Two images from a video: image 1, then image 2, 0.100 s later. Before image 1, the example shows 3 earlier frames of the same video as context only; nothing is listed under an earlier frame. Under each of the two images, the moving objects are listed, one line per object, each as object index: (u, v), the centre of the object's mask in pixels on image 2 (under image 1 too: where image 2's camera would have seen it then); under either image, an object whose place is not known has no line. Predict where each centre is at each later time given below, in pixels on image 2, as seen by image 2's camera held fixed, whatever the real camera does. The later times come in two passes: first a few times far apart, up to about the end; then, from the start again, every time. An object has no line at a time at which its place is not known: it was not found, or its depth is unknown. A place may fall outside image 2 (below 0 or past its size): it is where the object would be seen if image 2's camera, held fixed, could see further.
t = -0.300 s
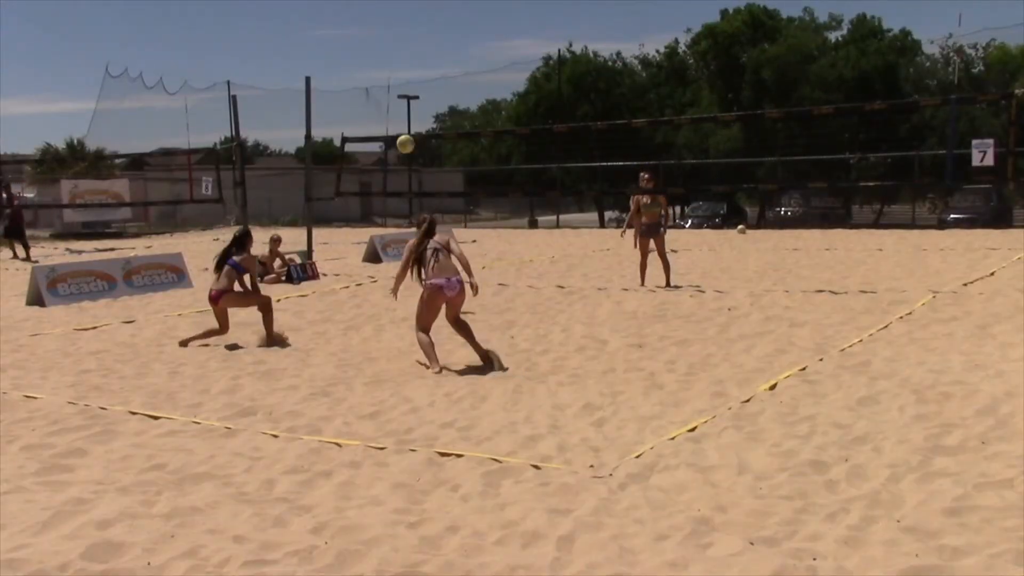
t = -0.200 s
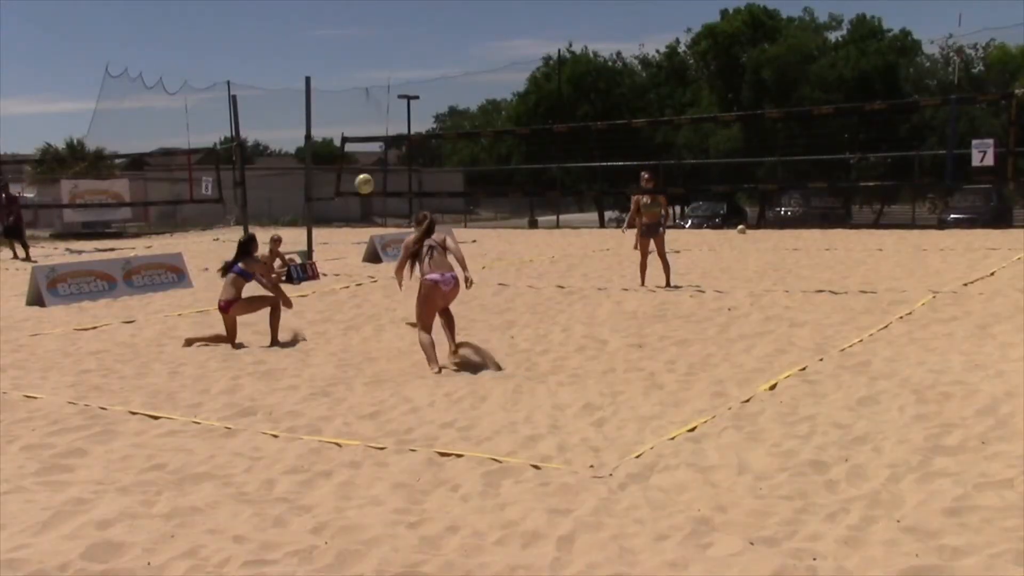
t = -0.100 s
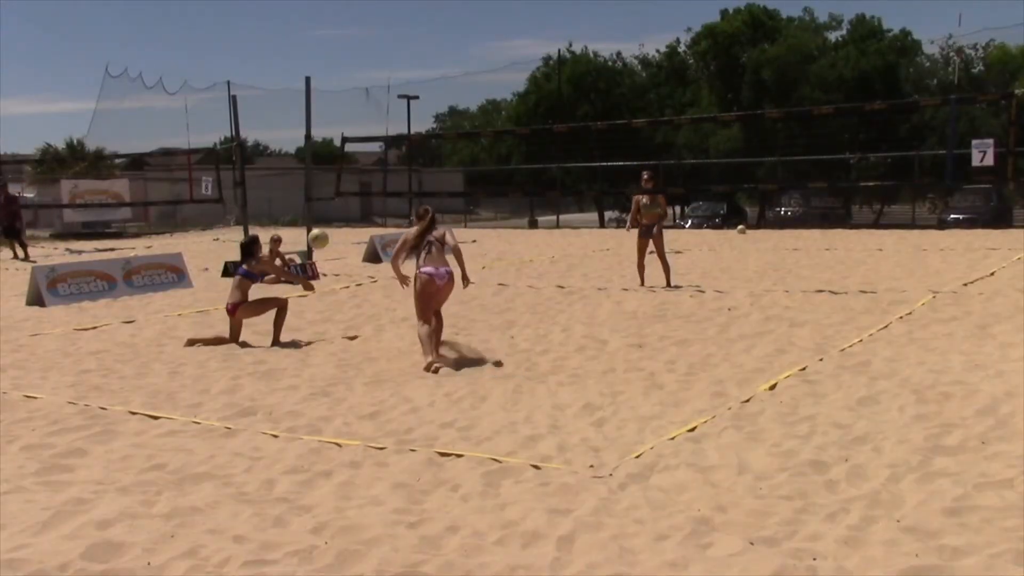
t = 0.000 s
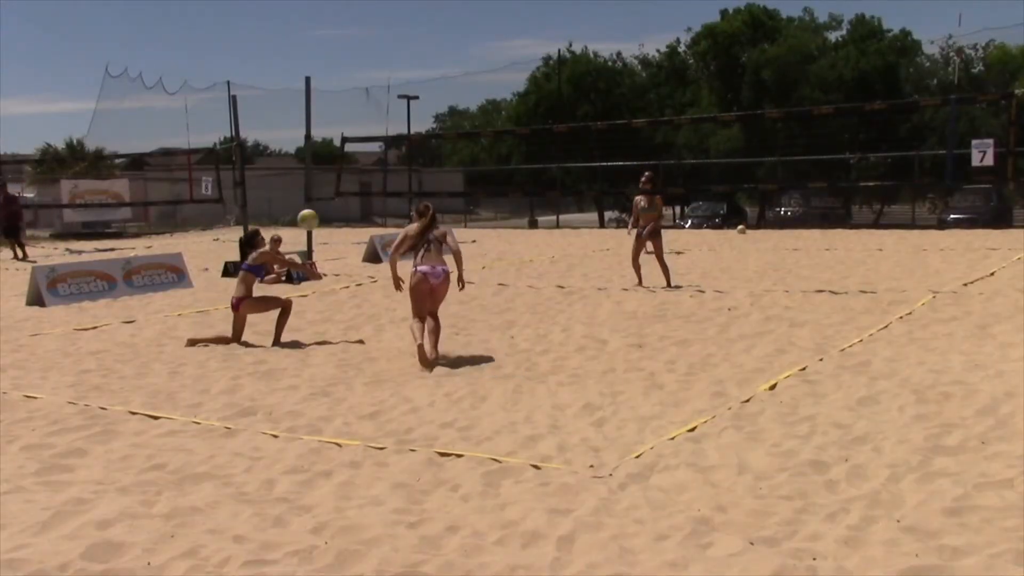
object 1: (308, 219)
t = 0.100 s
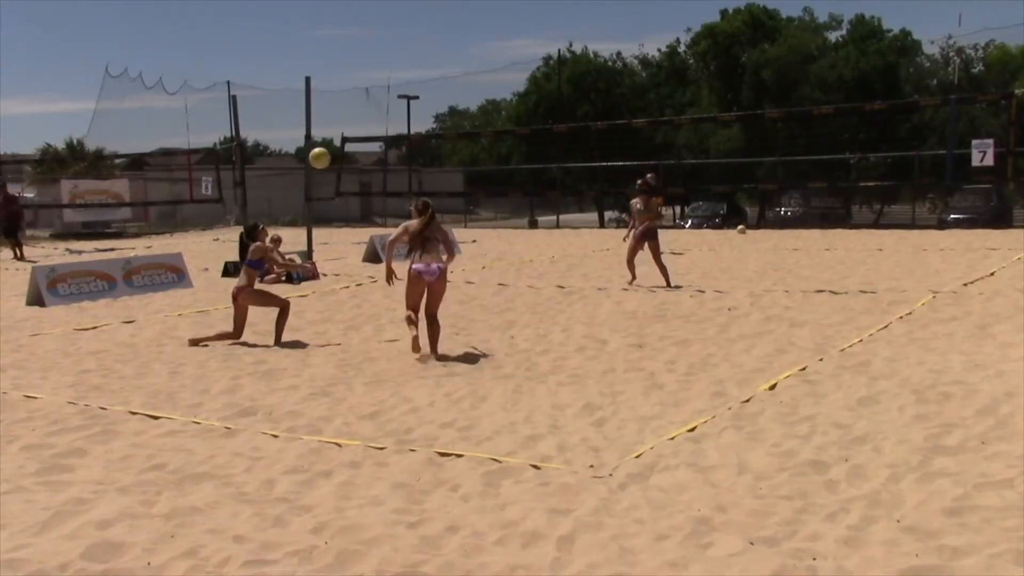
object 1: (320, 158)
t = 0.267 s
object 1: (339, 76)
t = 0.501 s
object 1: (367, 9)
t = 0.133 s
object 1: (324, 140)
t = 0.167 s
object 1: (327, 122)
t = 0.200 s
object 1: (331, 106)
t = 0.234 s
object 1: (335, 91)
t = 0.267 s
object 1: (339, 76)
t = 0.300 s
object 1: (343, 63)
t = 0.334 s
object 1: (347, 52)
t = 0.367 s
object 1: (351, 41)
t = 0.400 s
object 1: (354, 32)
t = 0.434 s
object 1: (359, 23)
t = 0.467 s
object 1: (362, 16)
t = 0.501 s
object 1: (367, 9)
